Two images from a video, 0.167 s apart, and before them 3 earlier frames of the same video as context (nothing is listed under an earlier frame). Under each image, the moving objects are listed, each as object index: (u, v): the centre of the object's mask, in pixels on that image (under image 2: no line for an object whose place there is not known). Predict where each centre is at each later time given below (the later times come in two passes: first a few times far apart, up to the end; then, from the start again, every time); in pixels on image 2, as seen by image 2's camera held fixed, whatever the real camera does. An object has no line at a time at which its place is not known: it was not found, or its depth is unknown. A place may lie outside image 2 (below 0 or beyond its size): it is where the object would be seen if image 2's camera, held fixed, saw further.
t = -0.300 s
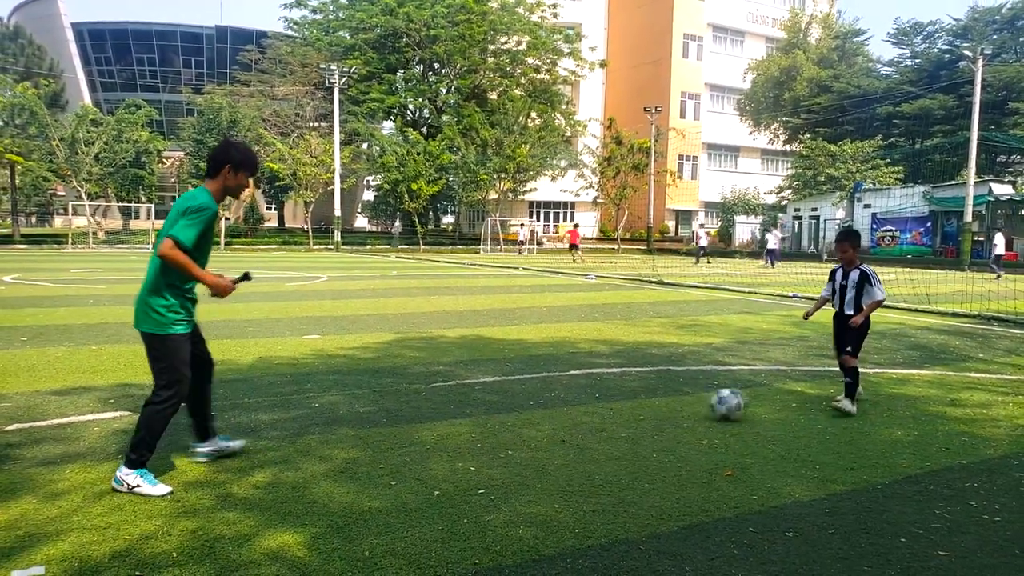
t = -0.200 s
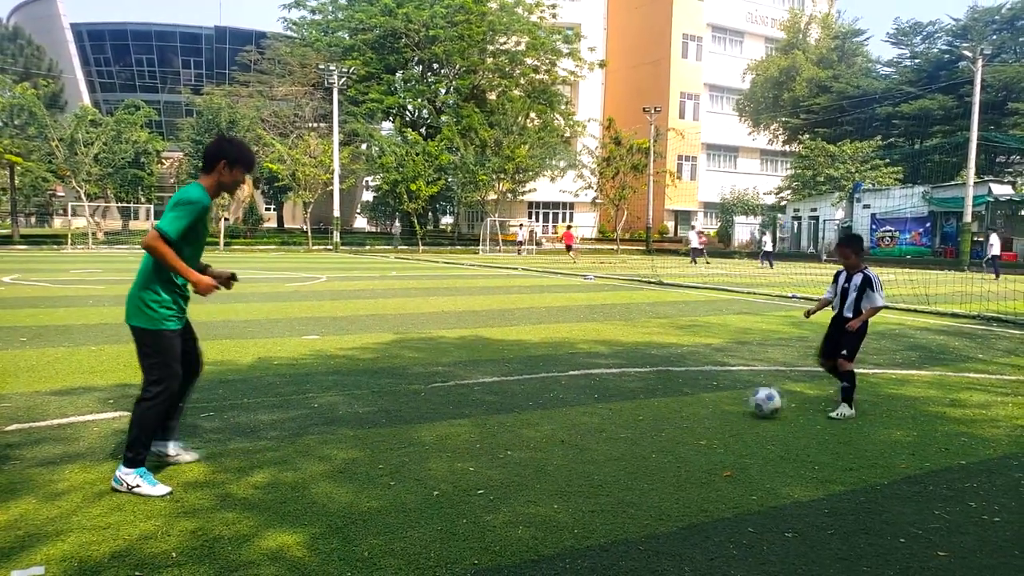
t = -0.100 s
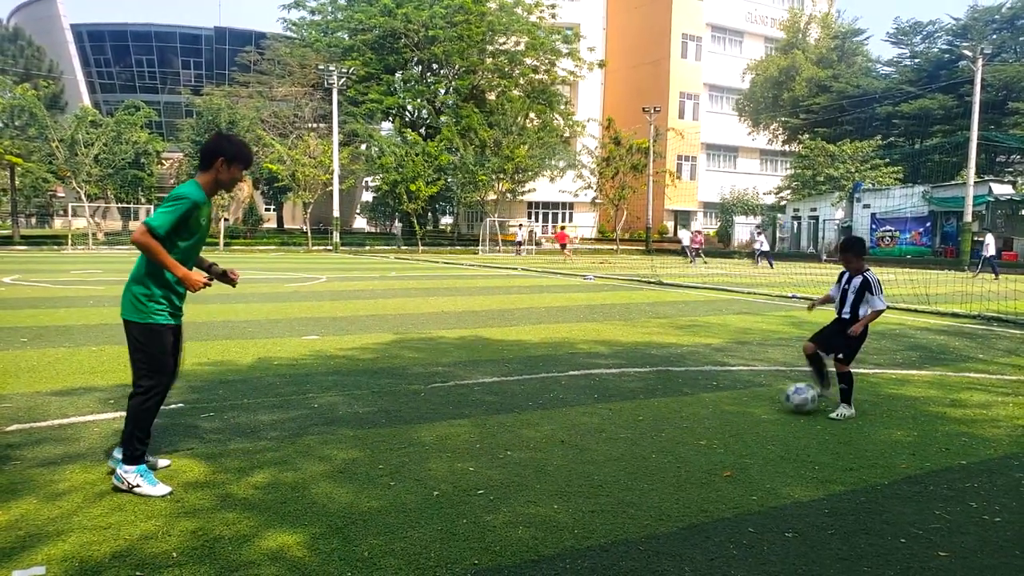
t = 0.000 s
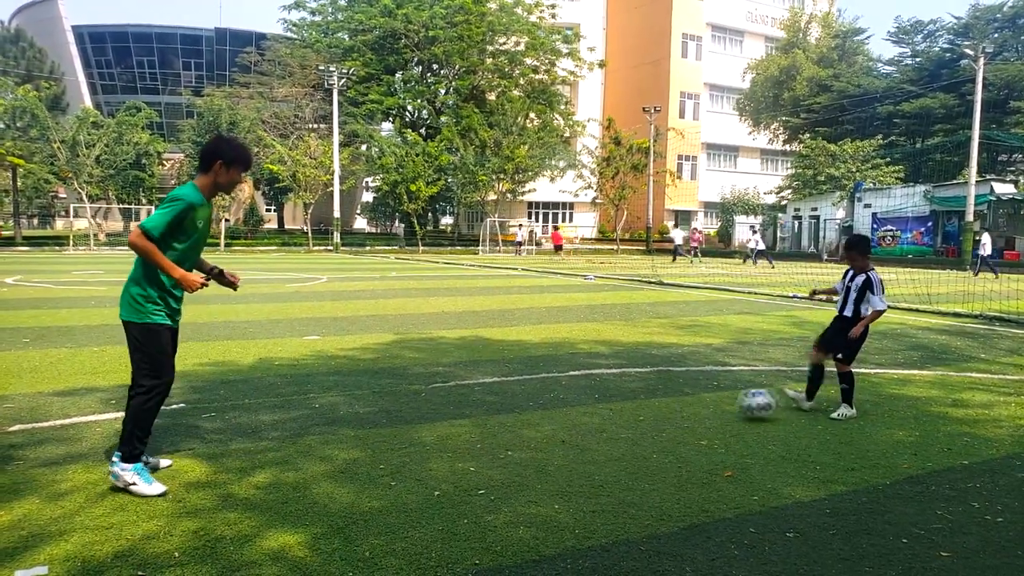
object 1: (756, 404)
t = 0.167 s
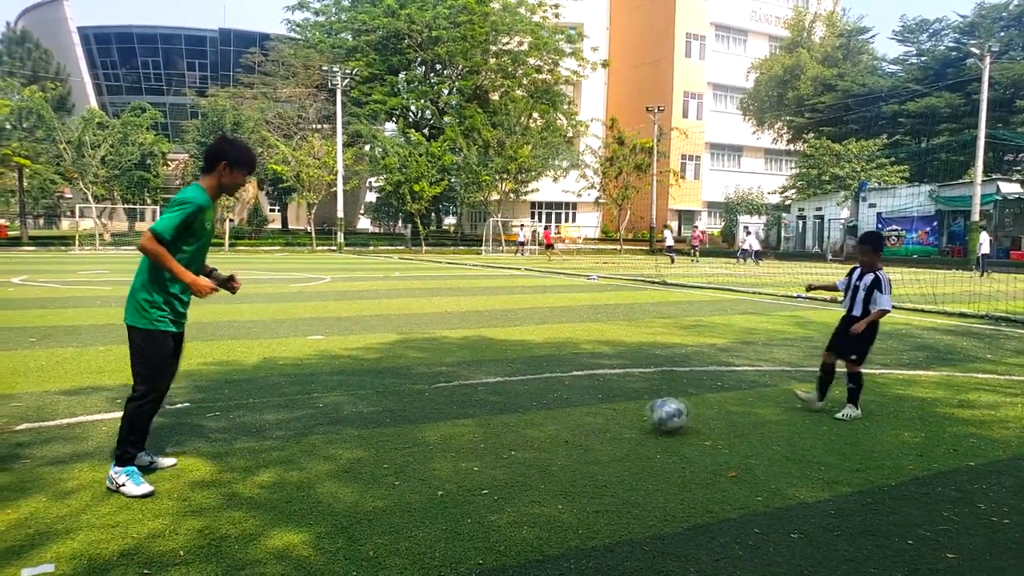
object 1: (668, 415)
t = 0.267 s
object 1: (613, 423)
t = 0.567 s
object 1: (464, 444)
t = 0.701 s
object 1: (393, 456)
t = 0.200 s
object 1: (648, 418)
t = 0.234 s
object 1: (630, 422)
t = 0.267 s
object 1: (613, 423)
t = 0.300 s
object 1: (593, 425)
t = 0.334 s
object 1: (576, 429)
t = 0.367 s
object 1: (560, 431)
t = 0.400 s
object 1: (544, 433)
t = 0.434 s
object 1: (527, 436)
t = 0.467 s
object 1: (513, 437)
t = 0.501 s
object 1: (496, 441)
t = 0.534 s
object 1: (480, 442)
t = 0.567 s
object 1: (464, 444)
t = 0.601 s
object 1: (446, 448)
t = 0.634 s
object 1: (429, 450)
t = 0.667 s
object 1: (411, 453)
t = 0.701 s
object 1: (393, 456)
